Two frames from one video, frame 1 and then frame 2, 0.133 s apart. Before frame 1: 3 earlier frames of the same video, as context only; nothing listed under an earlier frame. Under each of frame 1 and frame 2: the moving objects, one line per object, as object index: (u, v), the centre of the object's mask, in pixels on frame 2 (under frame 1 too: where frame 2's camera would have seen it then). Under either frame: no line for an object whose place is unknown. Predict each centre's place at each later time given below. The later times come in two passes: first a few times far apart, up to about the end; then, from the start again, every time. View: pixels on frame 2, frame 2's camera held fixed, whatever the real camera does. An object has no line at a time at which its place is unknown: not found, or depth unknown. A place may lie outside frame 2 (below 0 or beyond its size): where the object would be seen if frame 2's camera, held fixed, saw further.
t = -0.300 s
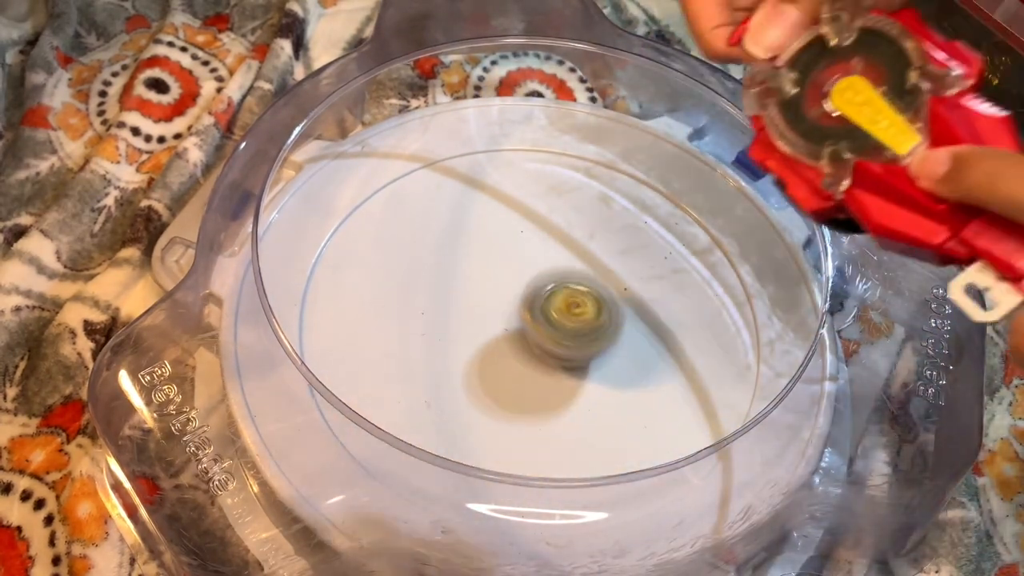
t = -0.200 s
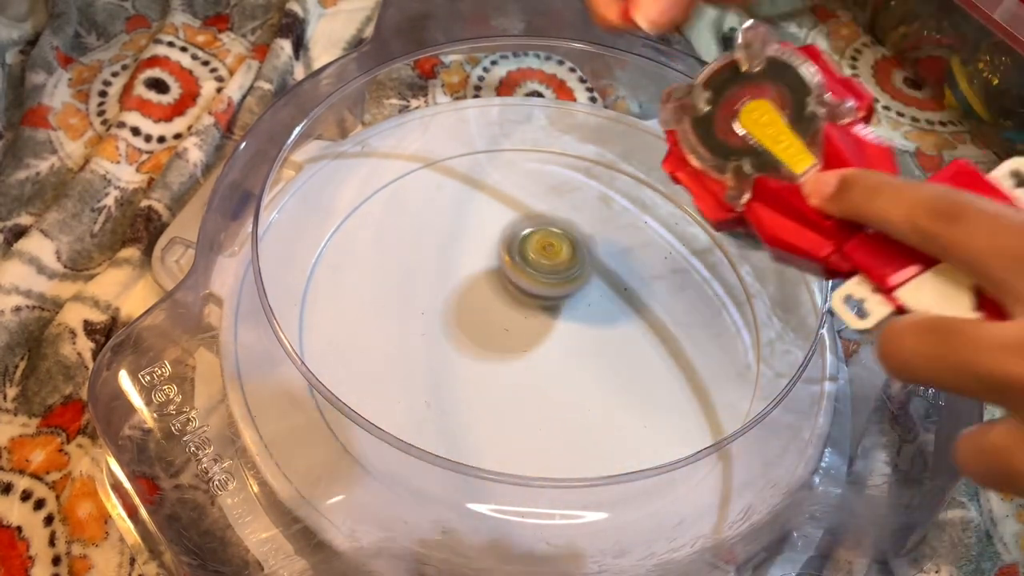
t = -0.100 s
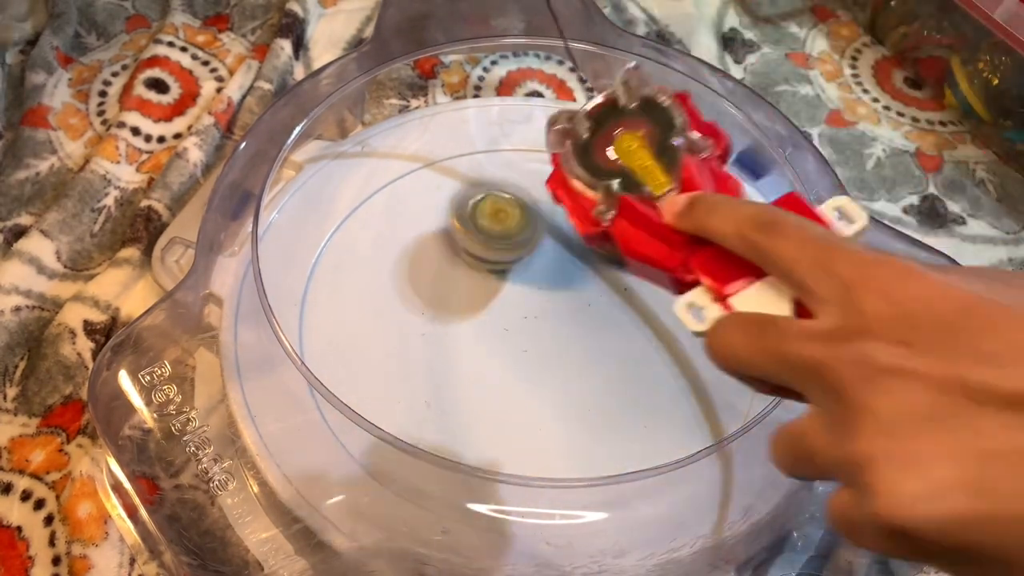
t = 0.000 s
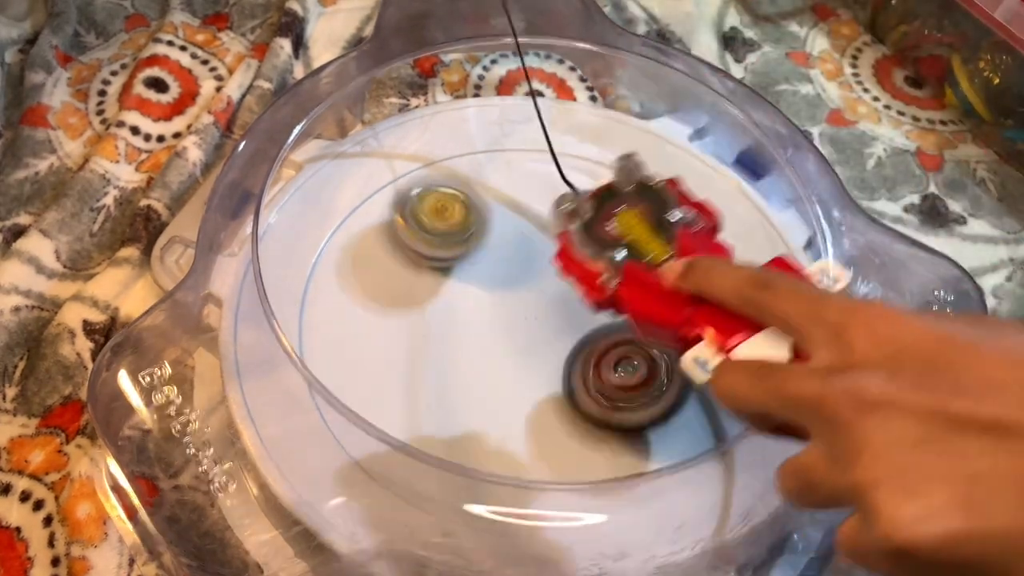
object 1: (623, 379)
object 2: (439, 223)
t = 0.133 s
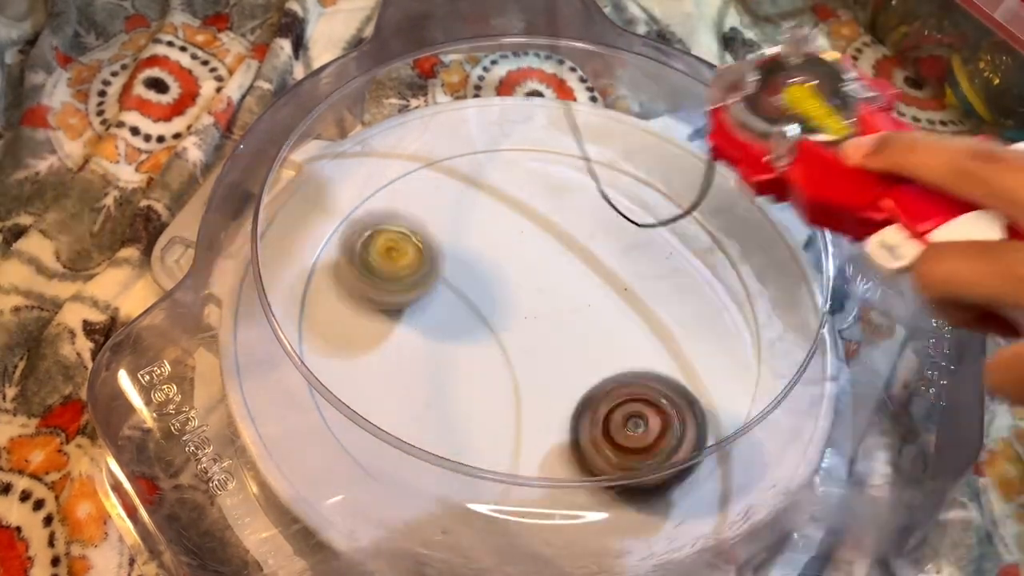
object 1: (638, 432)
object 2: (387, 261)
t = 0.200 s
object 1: (636, 439)
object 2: (388, 295)
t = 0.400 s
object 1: (627, 419)
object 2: (518, 351)
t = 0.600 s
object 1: (698, 421)
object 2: (516, 209)
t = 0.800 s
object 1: (596, 333)
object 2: (443, 179)
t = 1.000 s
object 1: (391, 333)
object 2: (425, 230)
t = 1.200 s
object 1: (332, 452)
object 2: (488, 253)
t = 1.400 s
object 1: (458, 473)
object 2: (557, 237)
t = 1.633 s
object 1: (582, 295)
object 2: (571, 207)
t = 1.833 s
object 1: (439, 207)
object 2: (561, 148)
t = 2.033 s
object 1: (286, 238)
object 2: (528, 217)
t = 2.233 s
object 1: (383, 388)
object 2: (581, 313)
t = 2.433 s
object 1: (520, 425)
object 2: (770, 217)
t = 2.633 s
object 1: (571, 347)
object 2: (481, 196)
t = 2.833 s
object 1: (553, 178)
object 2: (372, 320)
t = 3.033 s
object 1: (403, 170)
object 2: (425, 435)
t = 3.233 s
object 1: (425, 359)
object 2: (510, 443)
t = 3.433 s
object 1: (576, 254)
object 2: (704, 475)
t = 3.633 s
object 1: (581, 134)
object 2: (703, 342)
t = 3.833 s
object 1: (471, 198)
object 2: (583, 240)
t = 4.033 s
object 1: (380, 289)
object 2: (645, 318)
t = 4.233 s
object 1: (545, 410)
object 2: (617, 298)
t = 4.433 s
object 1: (741, 382)
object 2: (585, 299)
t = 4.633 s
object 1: (727, 249)
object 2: (546, 333)
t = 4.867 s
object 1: (526, 246)
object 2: (520, 354)
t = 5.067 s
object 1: (446, 219)
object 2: (491, 521)
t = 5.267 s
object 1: (403, 308)
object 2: (534, 485)
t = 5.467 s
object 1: (504, 328)
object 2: (626, 453)
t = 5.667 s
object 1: (580, 251)
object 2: (618, 396)
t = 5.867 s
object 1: (538, 184)
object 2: (526, 295)
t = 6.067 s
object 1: (498, 206)
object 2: (417, 326)
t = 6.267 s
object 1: (565, 297)
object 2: (416, 338)
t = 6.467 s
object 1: (669, 325)
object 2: (442, 332)
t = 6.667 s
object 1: (677, 287)
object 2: (493, 303)
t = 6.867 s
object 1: (602, 328)
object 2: (467, 241)
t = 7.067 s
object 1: (563, 404)
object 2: (454, 233)
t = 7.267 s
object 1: (567, 430)
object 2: (478, 252)
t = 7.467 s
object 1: (527, 365)
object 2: (528, 267)
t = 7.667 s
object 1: (443, 329)
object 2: (583, 233)
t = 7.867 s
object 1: (404, 317)
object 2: (590, 238)
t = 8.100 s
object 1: (477, 287)
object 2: (602, 276)
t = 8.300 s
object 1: (518, 232)
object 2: (621, 328)
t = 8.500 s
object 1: (528, 210)
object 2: (611, 352)
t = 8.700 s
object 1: (550, 262)
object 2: (578, 367)
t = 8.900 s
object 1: (620, 280)
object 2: (479, 440)
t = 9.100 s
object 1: (652, 305)
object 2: (470, 421)
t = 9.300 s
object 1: (609, 337)
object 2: (485, 375)
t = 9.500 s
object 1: (717, 379)
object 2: (321, 209)
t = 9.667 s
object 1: (669, 361)
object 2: (355, 163)
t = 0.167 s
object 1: (638, 432)
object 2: (383, 277)
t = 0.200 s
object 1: (636, 439)
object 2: (388, 295)
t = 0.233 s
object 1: (633, 440)
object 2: (396, 312)
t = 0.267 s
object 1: (631, 439)
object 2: (413, 329)
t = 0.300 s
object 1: (630, 437)
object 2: (434, 342)
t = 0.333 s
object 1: (628, 431)
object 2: (459, 351)
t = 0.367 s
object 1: (627, 423)
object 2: (490, 354)
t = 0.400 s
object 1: (627, 419)
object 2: (518, 351)
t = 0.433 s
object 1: (641, 427)
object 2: (532, 330)
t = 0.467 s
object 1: (664, 442)
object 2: (535, 302)
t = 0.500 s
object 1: (688, 453)
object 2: (534, 275)
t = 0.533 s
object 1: (694, 440)
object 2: (530, 249)
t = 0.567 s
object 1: (696, 433)
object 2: (525, 225)
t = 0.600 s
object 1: (698, 421)
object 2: (516, 209)
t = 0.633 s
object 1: (698, 409)
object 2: (506, 194)
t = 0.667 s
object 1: (693, 392)
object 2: (494, 182)
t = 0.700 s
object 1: (680, 374)
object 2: (481, 176)
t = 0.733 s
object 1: (658, 357)
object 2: (468, 172)
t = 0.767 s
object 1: (630, 344)
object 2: (454, 174)
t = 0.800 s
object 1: (596, 333)
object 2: (443, 179)
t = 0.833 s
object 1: (560, 325)
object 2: (433, 186)
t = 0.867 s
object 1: (524, 319)
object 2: (426, 195)
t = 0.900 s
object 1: (489, 316)
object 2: (422, 204)
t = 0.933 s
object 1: (454, 316)
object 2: (420, 218)
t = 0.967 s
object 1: (422, 320)
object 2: (421, 224)
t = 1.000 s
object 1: (391, 333)
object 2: (425, 230)
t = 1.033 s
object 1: (366, 347)
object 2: (431, 234)
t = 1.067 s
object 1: (346, 367)
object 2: (440, 240)
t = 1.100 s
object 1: (332, 388)
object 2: (449, 245)
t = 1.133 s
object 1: (329, 406)
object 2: (460, 249)
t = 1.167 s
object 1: (330, 431)
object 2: (473, 252)
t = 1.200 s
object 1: (332, 452)
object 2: (488, 253)
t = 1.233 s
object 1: (336, 479)
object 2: (502, 253)
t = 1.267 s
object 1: (350, 497)
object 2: (514, 251)
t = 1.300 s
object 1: (378, 499)
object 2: (526, 249)
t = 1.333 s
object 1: (405, 488)
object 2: (538, 246)
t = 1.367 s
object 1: (432, 479)
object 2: (547, 241)
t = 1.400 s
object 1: (458, 473)
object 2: (557, 237)
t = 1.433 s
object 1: (490, 465)
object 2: (562, 233)
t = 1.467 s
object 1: (524, 447)
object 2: (567, 228)
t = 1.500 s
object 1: (552, 423)
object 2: (569, 223)
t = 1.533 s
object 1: (571, 394)
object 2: (571, 219)
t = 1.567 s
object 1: (582, 361)
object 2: (572, 215)
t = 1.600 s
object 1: (586, 326)
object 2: (572, 212)
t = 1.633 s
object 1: (582, 295)
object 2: (571, 207)
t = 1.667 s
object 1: (566, 276)
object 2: (577, 188)
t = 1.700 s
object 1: (547, 264)
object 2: (580, 170)
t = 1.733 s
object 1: (525, 248)
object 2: (579, 157)
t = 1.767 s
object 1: (500, 233)
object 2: (575, 152)
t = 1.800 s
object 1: (471, 219)
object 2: (568, 148)
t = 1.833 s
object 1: (439, 207)
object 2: (561, 148)
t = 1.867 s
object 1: (406, 199)
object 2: (554, 152)
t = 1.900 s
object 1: (372, 196)
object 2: (547, 158)
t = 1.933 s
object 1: (343, 197)
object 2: (539, 170)
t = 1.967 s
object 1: (324, 208)
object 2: (533, 185)
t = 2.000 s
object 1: (305, 223)
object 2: (529, 202)
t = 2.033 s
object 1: (286, 238)
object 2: (528, 217)
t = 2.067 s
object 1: (279, 257)
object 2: (531, 234)
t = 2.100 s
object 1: (280, 281)
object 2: (536, 253)
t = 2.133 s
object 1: (288, 307)
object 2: (544, 270)
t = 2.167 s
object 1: (309, 334)
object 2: (554, 287)
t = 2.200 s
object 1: (340, 363)
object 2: (567, 301)
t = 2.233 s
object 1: (383, 388)
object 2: (581, 313)
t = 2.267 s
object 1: (438, 405)
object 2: (597, 323)
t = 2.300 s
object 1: (496, 413)
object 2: (611, 330)
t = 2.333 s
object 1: (549, 410)
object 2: (630, 332)
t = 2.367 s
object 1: (540, 416)
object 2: (711, 300)
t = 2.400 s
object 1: (528, 423)
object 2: (772, 254)
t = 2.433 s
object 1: (520, 425)
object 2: (770, 217)
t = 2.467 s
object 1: (517, 424)
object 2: (721, 195)
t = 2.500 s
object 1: (520, 420)
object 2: (662, 194)
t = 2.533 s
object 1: (525, 411)
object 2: (617, 189)
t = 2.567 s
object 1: (538, 393)
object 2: (565, 187)
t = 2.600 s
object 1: (554, 372)
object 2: (522, 191)
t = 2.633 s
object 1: (571, 347)
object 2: (481, 196)
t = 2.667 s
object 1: (583, 316)
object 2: (447, 206)
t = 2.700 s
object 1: (589, 286)
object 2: (419, 227)
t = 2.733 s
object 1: (590, 256)
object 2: (398, 246)
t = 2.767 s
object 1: (583, 227)
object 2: (384, 270)
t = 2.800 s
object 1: (571, 201)
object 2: (376, 295)
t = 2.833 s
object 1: (553, 178)
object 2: (372, 320)
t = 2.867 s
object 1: (530, 160)
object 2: (373, 346)
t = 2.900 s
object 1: (506, 146)
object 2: (383, 366)
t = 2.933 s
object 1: (477, 135)
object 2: (394, 382)
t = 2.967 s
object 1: (451, 139)
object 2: (400, 405)
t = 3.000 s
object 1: (426, 151)
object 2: (411, 421)
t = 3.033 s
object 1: (403, 170)
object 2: (425, 435)
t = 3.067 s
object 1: (380, 193)
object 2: (442, 441)
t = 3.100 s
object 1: (366, 224)
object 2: (458, 446)
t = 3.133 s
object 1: (363, 258)
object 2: (474, 446)
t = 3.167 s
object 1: (371, 297)
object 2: (487, 447)
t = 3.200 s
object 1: (395, 332)
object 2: (499, 446)
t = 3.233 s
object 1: (425, 359)
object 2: (510, 443)
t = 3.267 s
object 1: (453, 355)
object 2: (542, 472)
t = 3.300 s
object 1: (474, 332)
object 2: (589, 501)
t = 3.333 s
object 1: (497, 311)
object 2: (632, 510)
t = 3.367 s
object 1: (526, 292)
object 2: (669, 513)
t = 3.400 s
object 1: (555, 274)
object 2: (688, 492)
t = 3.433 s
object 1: (576, 254)
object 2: (704, 475)
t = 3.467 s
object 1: (592, 230)
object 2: (714, 452)
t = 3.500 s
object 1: (603, 208)
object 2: (720, 434)
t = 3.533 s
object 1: (607, 185)
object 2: (722, 410)
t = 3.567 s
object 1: (603, 163)
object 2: (718, 386)
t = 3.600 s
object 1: (596, 145)
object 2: (714, 366)
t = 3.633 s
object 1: (581, 134)
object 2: (703, 342)
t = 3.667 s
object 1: (561, 139)
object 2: (684, 318)
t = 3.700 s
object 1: (542, 141)
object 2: (668, 298)
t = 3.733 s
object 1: (520, 145)
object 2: (646, 276)
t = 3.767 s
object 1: (501, 159)
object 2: (621, 259)
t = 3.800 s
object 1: (486, 180)
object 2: (597, 245)
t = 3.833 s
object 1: (471, 198)
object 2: (583, 240)
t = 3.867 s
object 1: (434, 204)
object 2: (603, 254)
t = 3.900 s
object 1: (404, 212)
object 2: (623, 279)
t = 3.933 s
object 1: (383, 225)
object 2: (635, 292)
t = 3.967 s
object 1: (371, 242)
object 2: (642, 306)
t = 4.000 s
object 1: (370, 264)
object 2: (645, 314)
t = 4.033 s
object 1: (380, 289)
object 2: (645, 318)
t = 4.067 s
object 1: (398, 315)
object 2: (642, 320)
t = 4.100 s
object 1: (420, 342)
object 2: (638, 319)
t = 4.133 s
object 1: (447, 362)
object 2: (631, 316)
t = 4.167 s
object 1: (478, 383)
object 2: (626, 310)
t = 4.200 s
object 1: (510, 398)
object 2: (620, 304)
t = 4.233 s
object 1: (545, 410)
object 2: (617, 298)
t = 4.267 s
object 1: (579, 416)
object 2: (613, 294)
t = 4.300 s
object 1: (615, 416)
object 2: (608, 292)
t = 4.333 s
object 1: (651, 413)
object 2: (603, 291)
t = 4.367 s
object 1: (683, 409)
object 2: (597, 292)
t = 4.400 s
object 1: (714, 398)
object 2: (592, 295)
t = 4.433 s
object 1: (741, 382)
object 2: (585, 299)
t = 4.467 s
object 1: (758, 362)
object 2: (578, 303)
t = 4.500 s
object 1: (757, 335)
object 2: (570, 309)
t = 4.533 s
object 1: (755, 314)
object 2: (564, 315)
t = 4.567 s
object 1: (749, 293)
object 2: (558, 321)
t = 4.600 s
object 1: (741, 270)
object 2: (553, 327)
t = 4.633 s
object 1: (727, 249)
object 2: (546, 333)
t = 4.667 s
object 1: (703, 233)
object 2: (542, 338)
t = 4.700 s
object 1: (675, 222)
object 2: (536, 342)
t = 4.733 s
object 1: (643, 217)
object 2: (531, 346)
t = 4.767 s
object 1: (612, 219)
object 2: (527, 349)
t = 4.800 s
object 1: (582, 225)
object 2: (525, 351)
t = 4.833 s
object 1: (552, 232)
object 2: (522, 353)
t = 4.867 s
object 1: (526, 246)
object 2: (520, 354)
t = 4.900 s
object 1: (502, 260)
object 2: (517, 358)
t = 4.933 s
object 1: (490, 241)
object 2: (504, 401)
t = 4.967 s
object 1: (478, 227)
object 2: (498, 435)
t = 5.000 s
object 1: (470, 219)
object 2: (488, 488)
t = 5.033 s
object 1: (459, 217)
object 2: (490, 505)
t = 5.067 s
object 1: (446, 219)
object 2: (491, 521)
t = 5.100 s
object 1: (433, 224)
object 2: (494, 527)
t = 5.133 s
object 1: (418, 235)
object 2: (493, 526)
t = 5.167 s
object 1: (404, 250)
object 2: (500, 518)
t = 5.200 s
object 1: (398, 268)
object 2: (513, 505)
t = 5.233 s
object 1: (397, 287)
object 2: (526, 495)
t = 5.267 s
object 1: (403, 308)
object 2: (534, 485)
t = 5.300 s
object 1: (416, 330)
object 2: (542, 476)
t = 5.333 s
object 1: (435, 347)
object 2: (550, 456)
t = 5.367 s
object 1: (458, 360)
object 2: (558, 438)
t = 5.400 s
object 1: (476, 355)
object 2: (576, 440)
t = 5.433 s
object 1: (489, 340)
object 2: (602, 451)
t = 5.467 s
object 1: (504, 328)
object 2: (626, 453)
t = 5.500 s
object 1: (523, 319)
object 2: (638, 452)
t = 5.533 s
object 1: (539, 308)
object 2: (641, 447)
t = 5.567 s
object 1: (555, 295)
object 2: (641, 438)
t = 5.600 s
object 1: (567, 282)
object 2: (633, 422)
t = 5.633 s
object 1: (574, 265)
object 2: (625, 413)
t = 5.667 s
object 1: (580, 251)
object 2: (618, 396)
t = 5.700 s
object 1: (582, 235)
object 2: (603, 378)
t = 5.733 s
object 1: (583, 219)
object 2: (590, 360)
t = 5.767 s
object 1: (578, 205)
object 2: (577, 343)
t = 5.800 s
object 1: (568, 192)
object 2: (556, 324)
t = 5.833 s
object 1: (554, 186)
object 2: (541, 309)
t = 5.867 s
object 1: (538, 184)
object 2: (526, 295)
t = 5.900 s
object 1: (524, 186)
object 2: (508, 281)
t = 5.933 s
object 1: (516, 179)
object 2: (485, 294)
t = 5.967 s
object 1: (511, 176)
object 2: (460, 306)
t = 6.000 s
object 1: (505, 181)
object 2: (444, 315)
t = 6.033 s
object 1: (500, 192)
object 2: (425, 322)
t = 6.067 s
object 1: (498, 206)
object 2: (417, 326)
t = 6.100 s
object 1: (502, 222)
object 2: (408, 330)
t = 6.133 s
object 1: (509, 239)
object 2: (408, 332)
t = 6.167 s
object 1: (520, 256)
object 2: (405, 337)
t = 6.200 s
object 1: (533, 271)
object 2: (408, 338)
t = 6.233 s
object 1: (549, 285)
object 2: (410, 338)
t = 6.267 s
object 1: (565, 297)
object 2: (416, 338)
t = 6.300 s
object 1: (582, 307)
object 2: (420, 340)
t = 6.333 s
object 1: (599, 315)
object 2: (423, 339)
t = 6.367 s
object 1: (618, 321)
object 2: (427, 339)
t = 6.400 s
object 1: (636, 324)
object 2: (429, 337)
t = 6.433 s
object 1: (653, 325)
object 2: (437, 336)
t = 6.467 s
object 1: (669, 325)
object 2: (442, 332)
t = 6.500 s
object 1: (686, 321)
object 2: (451, 330)
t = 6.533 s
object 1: (697, 315)
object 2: (457, 326)
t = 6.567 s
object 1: (700, 306)
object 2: (467, 319)
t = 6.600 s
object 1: (698, 299)
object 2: (475, 315)
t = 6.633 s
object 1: (690, 292)
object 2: (484, 307)
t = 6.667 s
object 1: (677, 287)
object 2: (493, 303)
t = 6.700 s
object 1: (660, 286)
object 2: (499, 294)
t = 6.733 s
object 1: (640, 289)
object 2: (509, 286)
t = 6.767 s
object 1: (622, 294)
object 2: (509, 279)
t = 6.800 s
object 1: (620, 304)
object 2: (491, 263)
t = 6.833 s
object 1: (611, 315)
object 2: (478, 251)
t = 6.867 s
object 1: (602, 328)
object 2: (467, 241)
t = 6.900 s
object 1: (593, 340)
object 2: (459, 233)
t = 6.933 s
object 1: (585, 353)
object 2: (456, 229)
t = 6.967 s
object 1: (577, 365)
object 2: (452, 227)
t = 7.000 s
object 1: (571, 379)
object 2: (452, 228)
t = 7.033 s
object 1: (567, 391)
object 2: (453, 232)
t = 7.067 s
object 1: (563, 404)
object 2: (454, 233)
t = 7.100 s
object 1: (560, 417)
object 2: (458, 236)
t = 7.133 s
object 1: (561, 425)
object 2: (462, 240)
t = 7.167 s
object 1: (563, 430)
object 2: (465, 243)
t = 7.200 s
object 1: (565, 433)
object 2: (469, 246)
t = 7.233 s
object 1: (567, 432)
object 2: (474, 250)
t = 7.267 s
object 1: (567, 430)
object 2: (478, 252)
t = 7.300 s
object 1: (567, 424)
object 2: (486, 253)
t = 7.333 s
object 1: (563, 413)
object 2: (493, 258)
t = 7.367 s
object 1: (557, 401)
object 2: (501, 259)
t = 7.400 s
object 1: (549, 388)
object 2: (510, 262)
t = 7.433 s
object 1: (539, 375)
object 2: (520, 267)
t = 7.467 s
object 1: (527, 365)
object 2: (528, 267)
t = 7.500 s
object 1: (514, 362)
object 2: (541, 255)
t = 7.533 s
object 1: (499, 356)
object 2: (555, 248)
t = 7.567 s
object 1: (485, 349)
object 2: (565, 243)
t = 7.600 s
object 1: (470, 342)
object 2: (572, 238)
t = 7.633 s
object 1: (456, 336)
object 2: (578, 235)
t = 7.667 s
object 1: (443, 329)
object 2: (583, 233)
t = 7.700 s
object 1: (430, 325)
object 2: (585, 234)
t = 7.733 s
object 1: (418, 320)
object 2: (586, 233)
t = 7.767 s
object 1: (407, 317)
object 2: (586, 233)
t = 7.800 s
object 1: (403, 317)
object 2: (587, 234)
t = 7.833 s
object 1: (401, 317)
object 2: (589, 236)
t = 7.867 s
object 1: (404, 317)
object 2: (590, 238)
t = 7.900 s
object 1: (408, 315)
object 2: (592, 241)
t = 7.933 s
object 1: (415, 315)
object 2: (594, 246)
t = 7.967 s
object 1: (426, 313)
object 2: (597, 251)
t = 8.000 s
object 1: (440, 309)
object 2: (598, 256)
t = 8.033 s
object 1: (454, 302)
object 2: (599, 262)
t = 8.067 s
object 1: (464, 294)
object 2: (601, 269)
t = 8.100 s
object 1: (477, 287)
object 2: (602, 276)
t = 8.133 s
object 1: (487, 279)
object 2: (602, 283)
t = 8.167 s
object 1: (494, 268)
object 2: (605, 294)
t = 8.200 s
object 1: (500, 259)
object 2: (612, 304)
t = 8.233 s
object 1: (508, 249)
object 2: (618, 313)
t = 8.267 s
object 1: (511, 240)
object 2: (620, 321)
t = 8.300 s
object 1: (518, 232)
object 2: (621, 328)
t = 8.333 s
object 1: (521, 222)
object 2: (620, 333)
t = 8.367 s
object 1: (523, 217)
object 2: (619, 337)
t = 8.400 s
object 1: (525, 212)
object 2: (618, 340)
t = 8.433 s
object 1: (526, 209)
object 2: (617, 344)
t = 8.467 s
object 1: (528, 208)
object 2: (615, 348)
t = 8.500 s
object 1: (528, 210)
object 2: (611, 352)
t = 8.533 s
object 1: (529, 213)
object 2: (606, 356)
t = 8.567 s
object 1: (529, 219)
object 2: (600, 360)
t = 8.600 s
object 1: (533, 227)
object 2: (594, 362)
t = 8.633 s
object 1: (536, 239)
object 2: (589, 364)
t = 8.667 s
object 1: (543, 250)
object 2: (584, 366)
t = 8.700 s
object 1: (550, 262)
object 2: (578, 367)
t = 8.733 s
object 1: (559, 272)
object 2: (568, 368)
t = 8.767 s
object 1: (572, 271)
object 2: (553, 388)
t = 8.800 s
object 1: (590, 271)
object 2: (531, 407)
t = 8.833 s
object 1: (602, 270)
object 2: (512, 420)
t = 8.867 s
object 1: (612, 275)
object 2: (494, 428)
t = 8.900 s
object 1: (620, 280)
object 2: (479, 440)
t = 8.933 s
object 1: (630, 285)
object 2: (469, 444)
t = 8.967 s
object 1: (639, 291)
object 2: (463, 445)
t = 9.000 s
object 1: (646, 294)
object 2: (461, 443)
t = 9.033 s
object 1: (650, 299)
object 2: (461, 438)
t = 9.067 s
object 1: (652, 302)
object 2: (464, 433)
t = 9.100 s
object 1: (652, 305)
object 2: (470, 421)
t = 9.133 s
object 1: (648, 308)
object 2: (474, 416)
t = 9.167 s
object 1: (646, 313)
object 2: (477, 412)
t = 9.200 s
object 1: (637, 317)
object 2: (481, 405)
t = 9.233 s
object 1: (630, 323)
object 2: (484, 396)
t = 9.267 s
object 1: (621, 331)
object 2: (484, 386)
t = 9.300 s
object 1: (609, 337)
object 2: (485, 375)
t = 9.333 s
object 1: (600, 344)
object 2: (486, 363)
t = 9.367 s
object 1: (636, 357)
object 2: (431, 330)
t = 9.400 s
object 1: (670, 368)
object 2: (384, 299)
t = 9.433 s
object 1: (698, 370)
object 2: (351, 266)
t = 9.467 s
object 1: (715, 375)
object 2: (332, 236)
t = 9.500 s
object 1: (717, 379)
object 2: (321, 209)
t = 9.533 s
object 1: (712, 381)
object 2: (314, 189)
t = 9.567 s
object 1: (705, 379)
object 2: (319, 181)
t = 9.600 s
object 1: (696, 377)
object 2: (329, 174)
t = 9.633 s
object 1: (685, 368)
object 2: (341, 167)
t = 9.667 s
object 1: (669, 361)
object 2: (355, 163)
